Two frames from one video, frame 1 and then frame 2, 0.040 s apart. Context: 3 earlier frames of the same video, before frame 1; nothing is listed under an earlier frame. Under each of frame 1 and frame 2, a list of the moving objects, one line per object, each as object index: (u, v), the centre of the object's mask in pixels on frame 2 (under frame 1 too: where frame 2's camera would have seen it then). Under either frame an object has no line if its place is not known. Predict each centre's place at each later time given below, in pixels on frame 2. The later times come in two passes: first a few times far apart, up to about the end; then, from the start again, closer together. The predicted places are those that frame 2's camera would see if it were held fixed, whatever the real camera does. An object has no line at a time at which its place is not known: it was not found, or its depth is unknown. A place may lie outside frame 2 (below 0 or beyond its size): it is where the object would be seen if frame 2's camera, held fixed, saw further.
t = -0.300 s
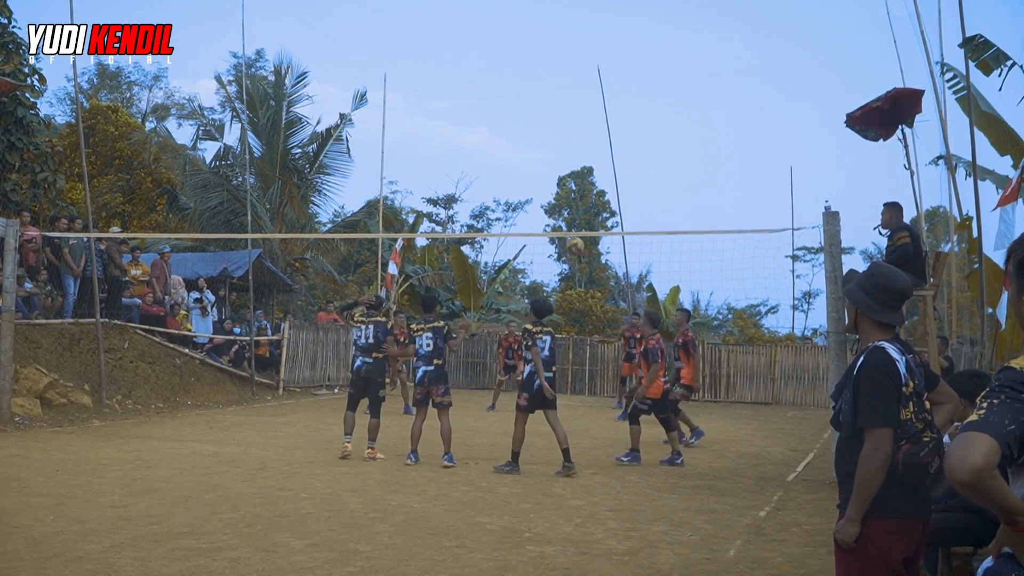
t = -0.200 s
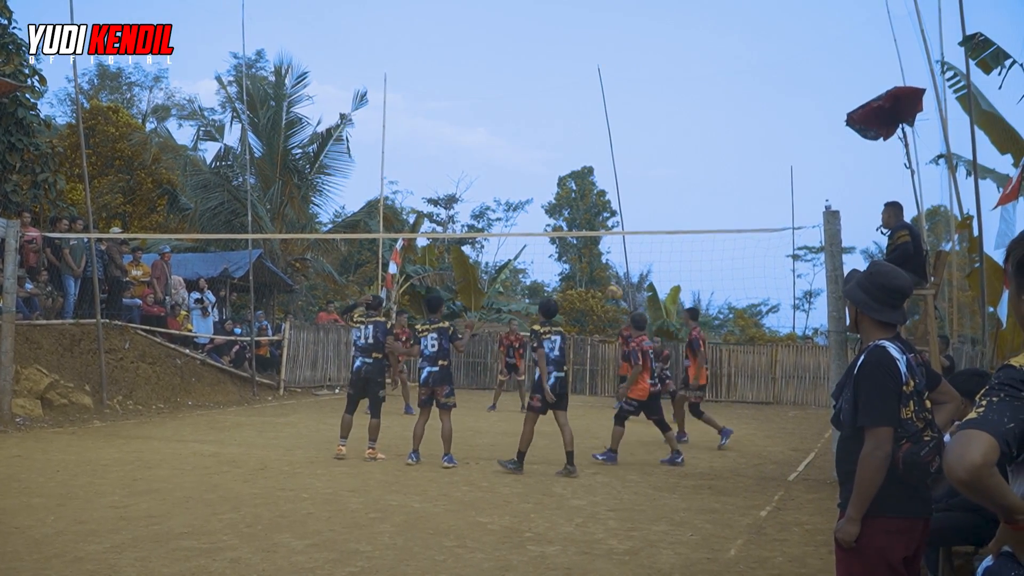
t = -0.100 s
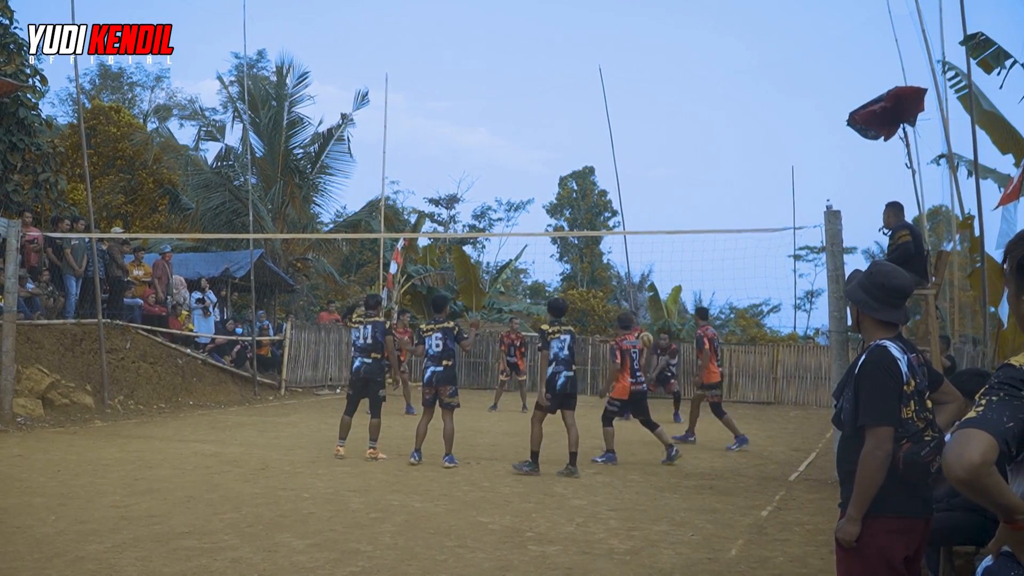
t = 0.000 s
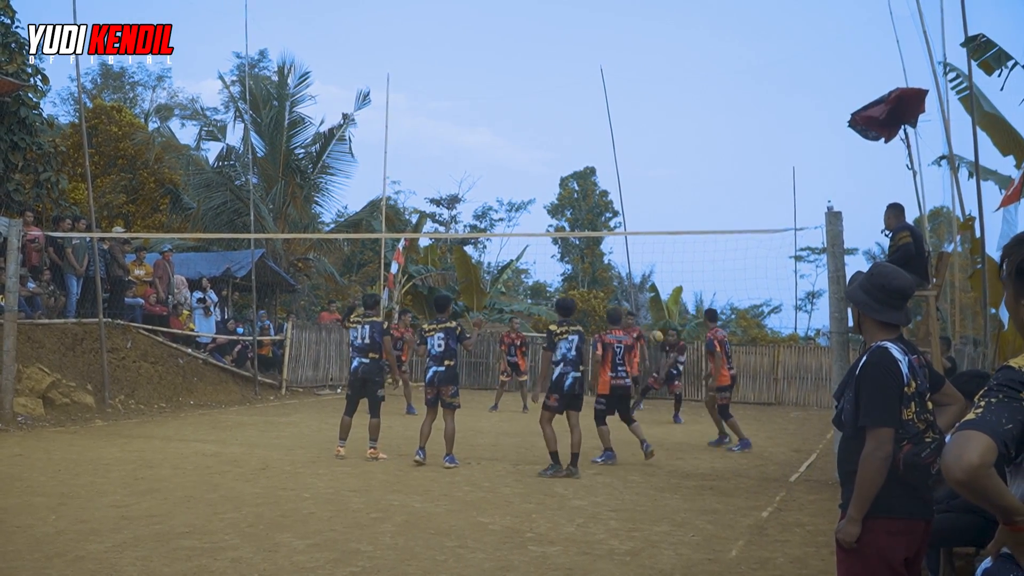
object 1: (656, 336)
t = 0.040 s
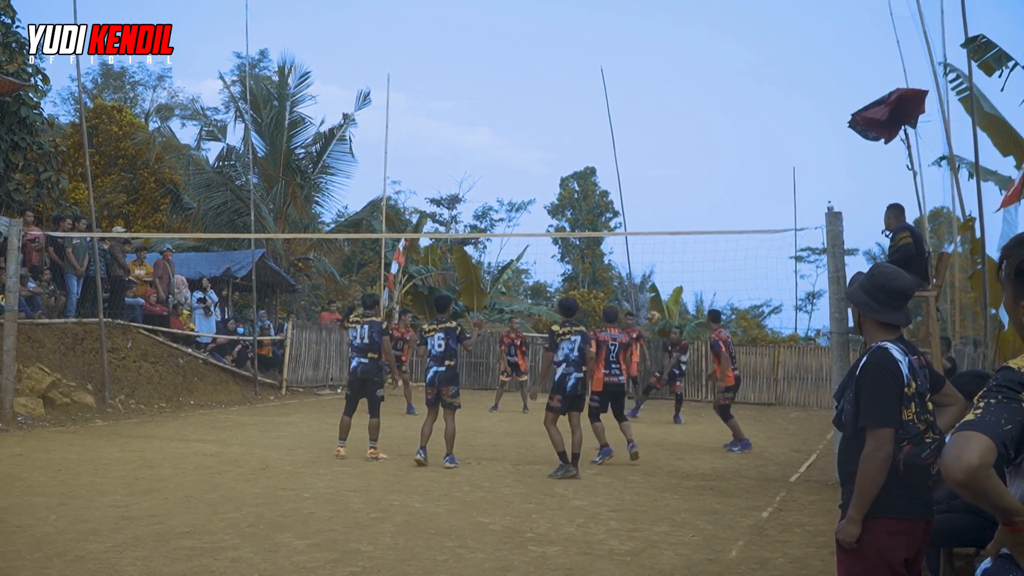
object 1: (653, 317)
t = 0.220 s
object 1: (639, 241)
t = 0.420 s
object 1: (622, 175)
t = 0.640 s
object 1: (602, 131)
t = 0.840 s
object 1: (582, 119)
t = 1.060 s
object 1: (556, 139)
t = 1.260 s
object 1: (531, 191)
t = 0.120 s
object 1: (647, 279)
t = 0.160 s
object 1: (644, 264)
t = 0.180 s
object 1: (642, 256)
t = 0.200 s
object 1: (641, 248)
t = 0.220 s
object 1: (639, 241)
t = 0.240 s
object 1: (637, 233)
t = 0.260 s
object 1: (636, 225)
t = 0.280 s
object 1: (634, 218)
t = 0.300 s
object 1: (632, 211)
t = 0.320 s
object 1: (631, 205)
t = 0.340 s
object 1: (629, 198)
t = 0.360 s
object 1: (627, 192)
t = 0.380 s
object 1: (626, 186)
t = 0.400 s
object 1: (624, 181)
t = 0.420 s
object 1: (622, 175)
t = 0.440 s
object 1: (621, 170)
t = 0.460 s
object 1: (619, 165)
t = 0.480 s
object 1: (617, 160)
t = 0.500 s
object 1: (615, 156)
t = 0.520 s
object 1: (613, 151)
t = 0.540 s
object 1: (611, 147)
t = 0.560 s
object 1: (610, 144)
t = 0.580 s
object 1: (608, 140)
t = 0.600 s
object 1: (606, 137)
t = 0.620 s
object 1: (604, 134)
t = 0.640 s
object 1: (602, 131)
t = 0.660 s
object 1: (600, 129)
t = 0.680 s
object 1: (598, 127)
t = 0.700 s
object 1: (596, 125)
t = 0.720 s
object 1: (594, 123)
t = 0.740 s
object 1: (592, 122)
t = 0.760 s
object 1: (590, 120)
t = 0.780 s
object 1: (588, 120)
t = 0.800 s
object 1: (586, 119)
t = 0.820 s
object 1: (584, 119)
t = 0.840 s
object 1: (582, 119)
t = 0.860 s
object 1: (579, 119)
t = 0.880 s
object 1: (577, 120)
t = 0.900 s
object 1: (575, 120)
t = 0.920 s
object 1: (573, 122)
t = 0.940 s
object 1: (571, 123)
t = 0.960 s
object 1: (568, 125)
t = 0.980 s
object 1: (566, 127)
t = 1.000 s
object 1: (564, 130)
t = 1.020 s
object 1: (561, 133)
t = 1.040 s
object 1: (559, 135)
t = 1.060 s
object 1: (556, 139)
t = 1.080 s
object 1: (554, 143)
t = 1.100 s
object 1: (552, 147)
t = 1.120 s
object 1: (549, 151)
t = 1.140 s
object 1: (547, 156)
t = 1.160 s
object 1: (544, 161)
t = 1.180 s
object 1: (542, 166)
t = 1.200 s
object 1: (539, 172)
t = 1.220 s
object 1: (537, 178)
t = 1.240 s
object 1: (534, 184)
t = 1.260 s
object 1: (531, 191)
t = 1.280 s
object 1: (529, 198)
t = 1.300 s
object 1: (526, 206)
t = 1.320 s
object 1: (523, 213)
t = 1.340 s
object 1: (521, 222)
